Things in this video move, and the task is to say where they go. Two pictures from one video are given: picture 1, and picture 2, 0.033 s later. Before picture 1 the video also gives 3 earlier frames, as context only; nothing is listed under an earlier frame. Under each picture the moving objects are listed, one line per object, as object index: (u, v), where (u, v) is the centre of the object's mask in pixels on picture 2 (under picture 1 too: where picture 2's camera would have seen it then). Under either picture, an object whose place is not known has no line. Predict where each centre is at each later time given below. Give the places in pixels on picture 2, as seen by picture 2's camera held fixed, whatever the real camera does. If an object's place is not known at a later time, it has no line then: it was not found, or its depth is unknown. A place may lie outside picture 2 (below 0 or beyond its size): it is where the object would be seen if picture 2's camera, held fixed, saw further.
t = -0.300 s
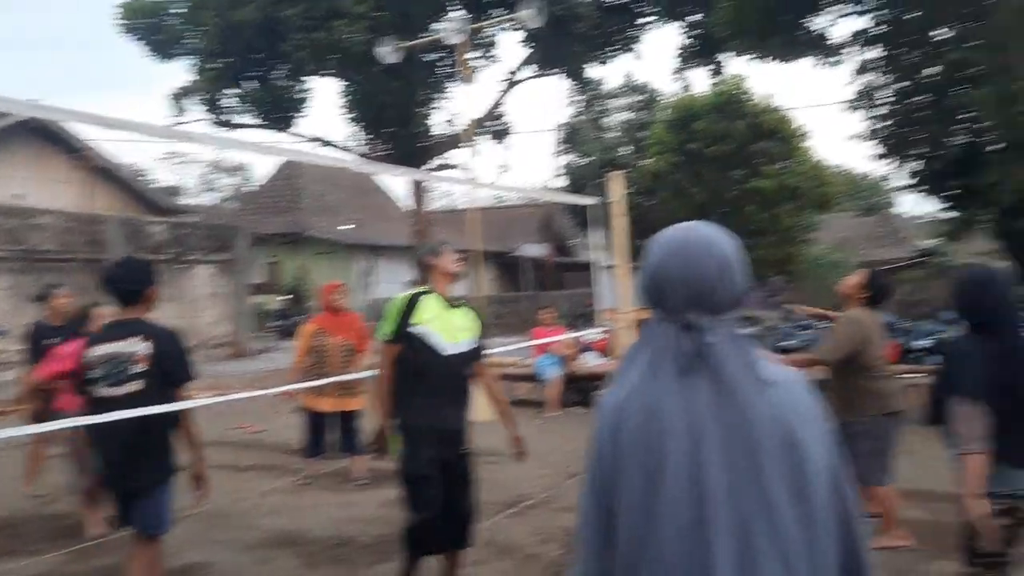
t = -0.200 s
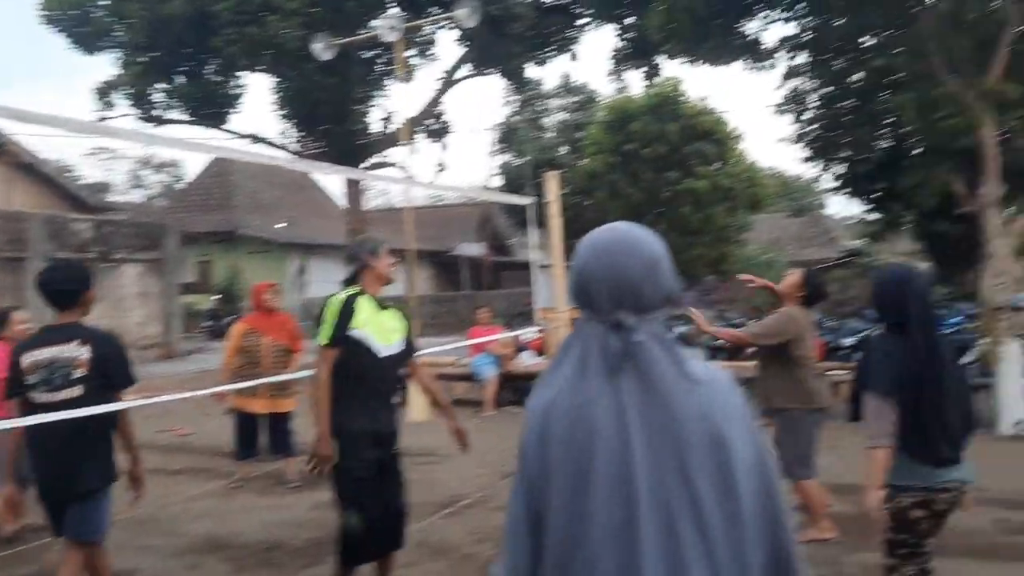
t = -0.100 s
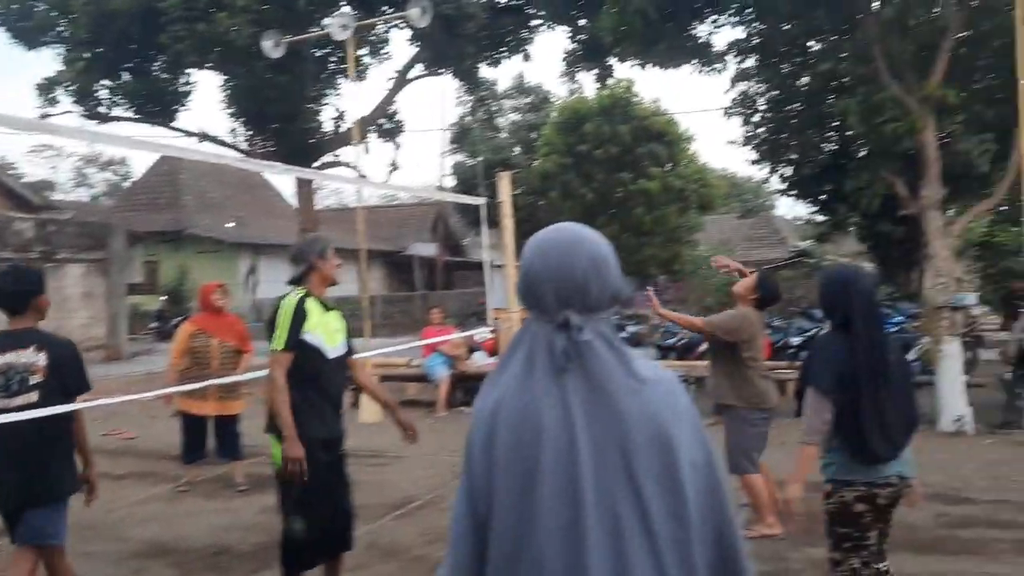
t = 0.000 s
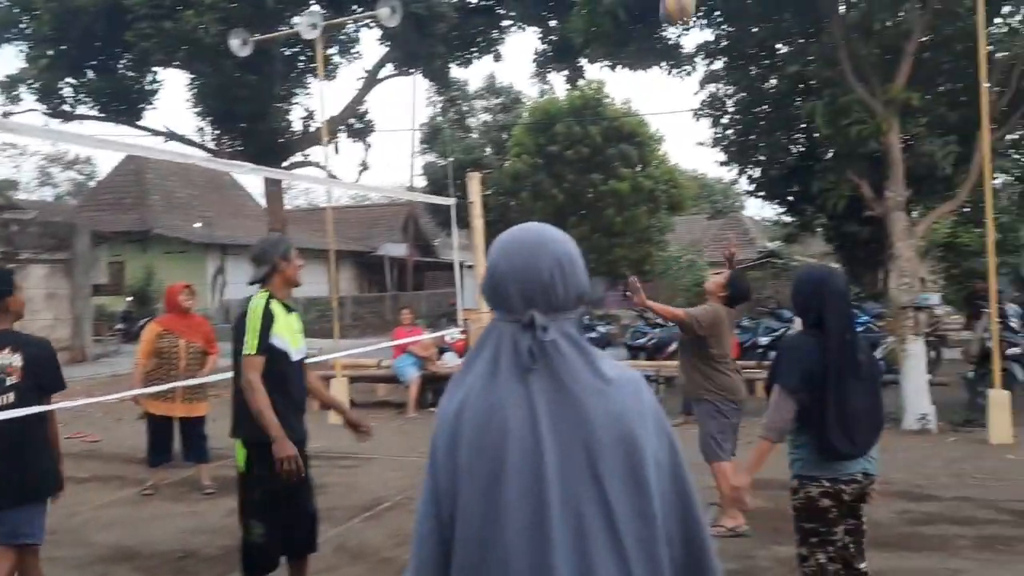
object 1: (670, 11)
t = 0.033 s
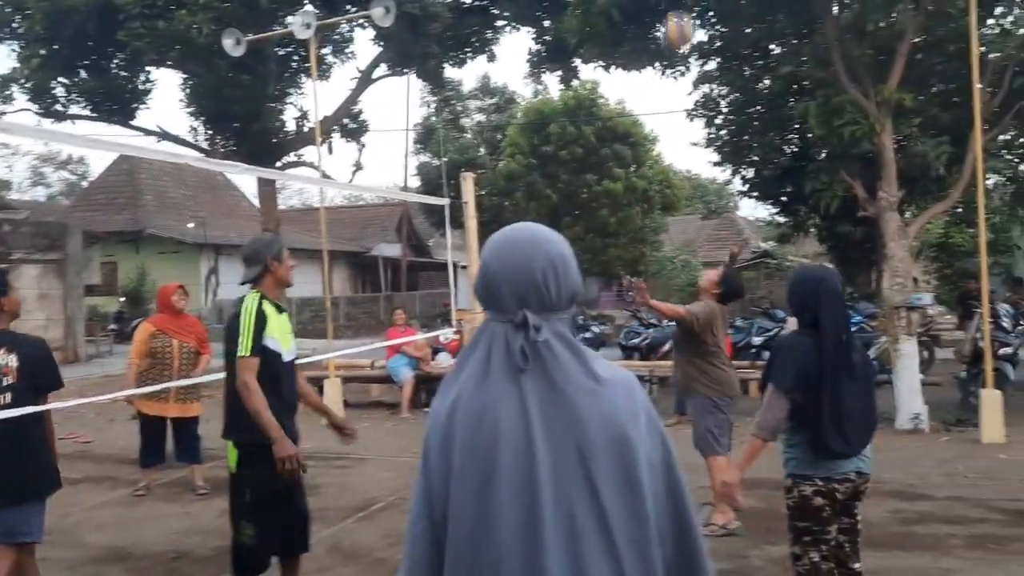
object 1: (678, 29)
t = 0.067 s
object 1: (685, 60)
